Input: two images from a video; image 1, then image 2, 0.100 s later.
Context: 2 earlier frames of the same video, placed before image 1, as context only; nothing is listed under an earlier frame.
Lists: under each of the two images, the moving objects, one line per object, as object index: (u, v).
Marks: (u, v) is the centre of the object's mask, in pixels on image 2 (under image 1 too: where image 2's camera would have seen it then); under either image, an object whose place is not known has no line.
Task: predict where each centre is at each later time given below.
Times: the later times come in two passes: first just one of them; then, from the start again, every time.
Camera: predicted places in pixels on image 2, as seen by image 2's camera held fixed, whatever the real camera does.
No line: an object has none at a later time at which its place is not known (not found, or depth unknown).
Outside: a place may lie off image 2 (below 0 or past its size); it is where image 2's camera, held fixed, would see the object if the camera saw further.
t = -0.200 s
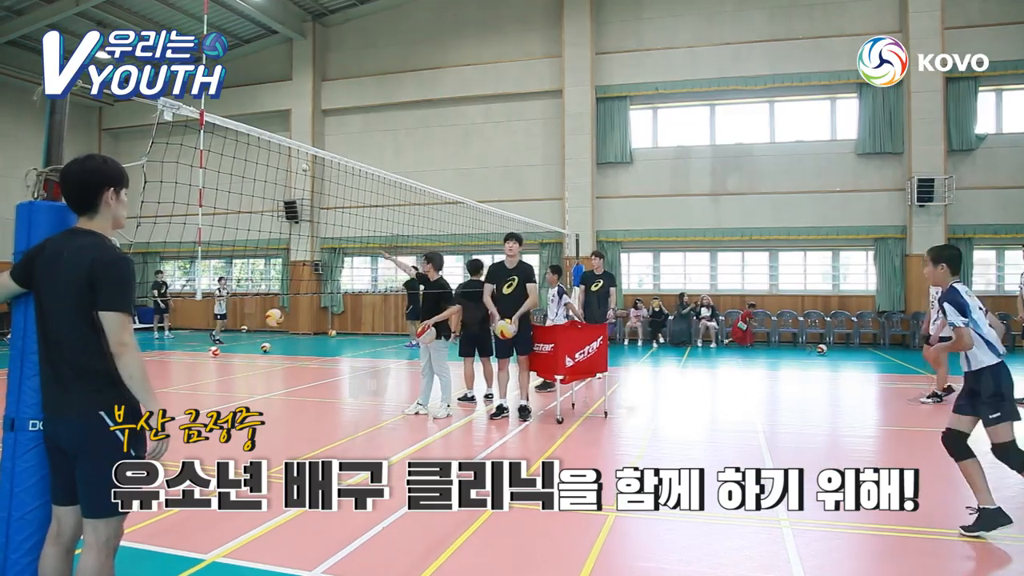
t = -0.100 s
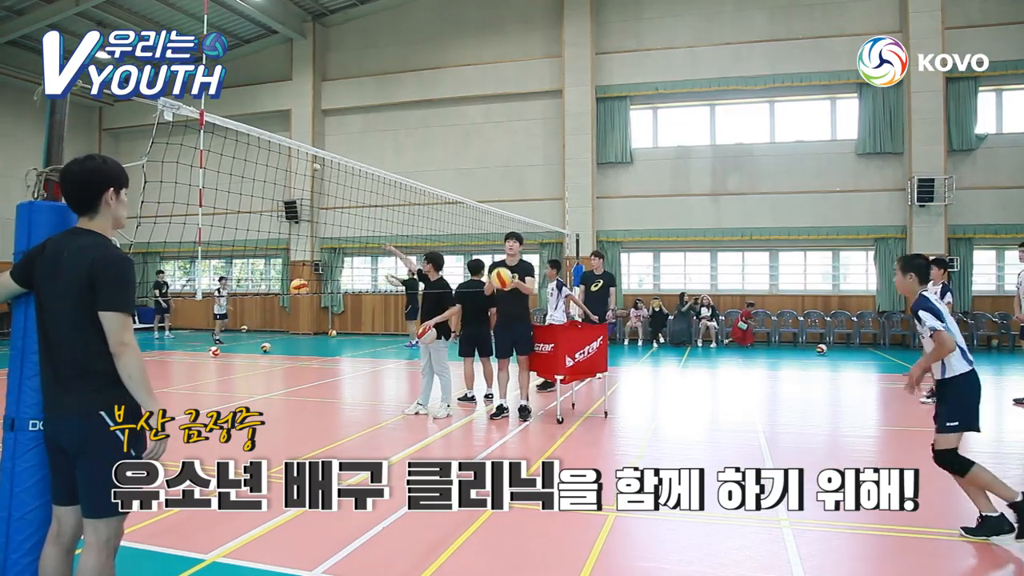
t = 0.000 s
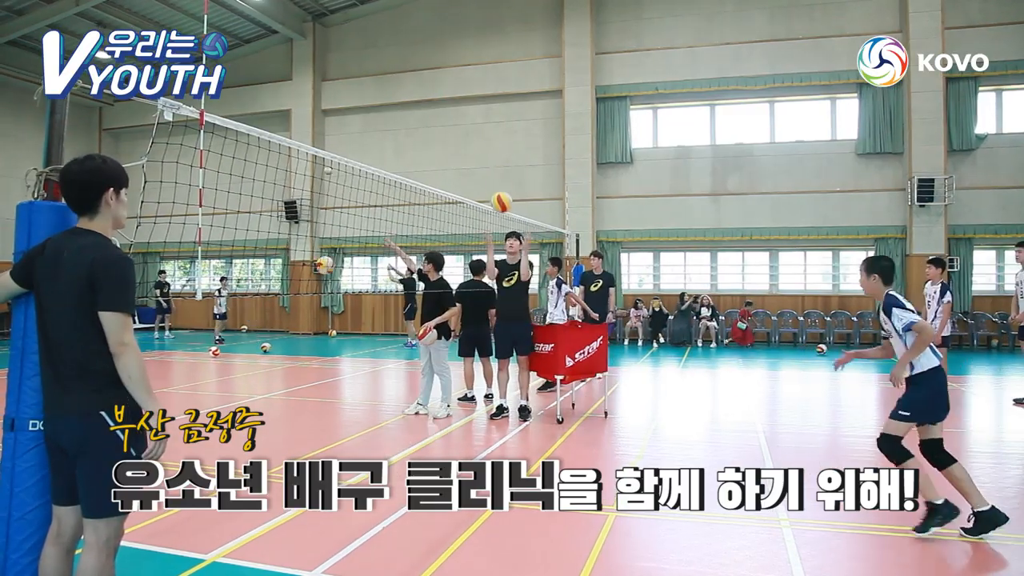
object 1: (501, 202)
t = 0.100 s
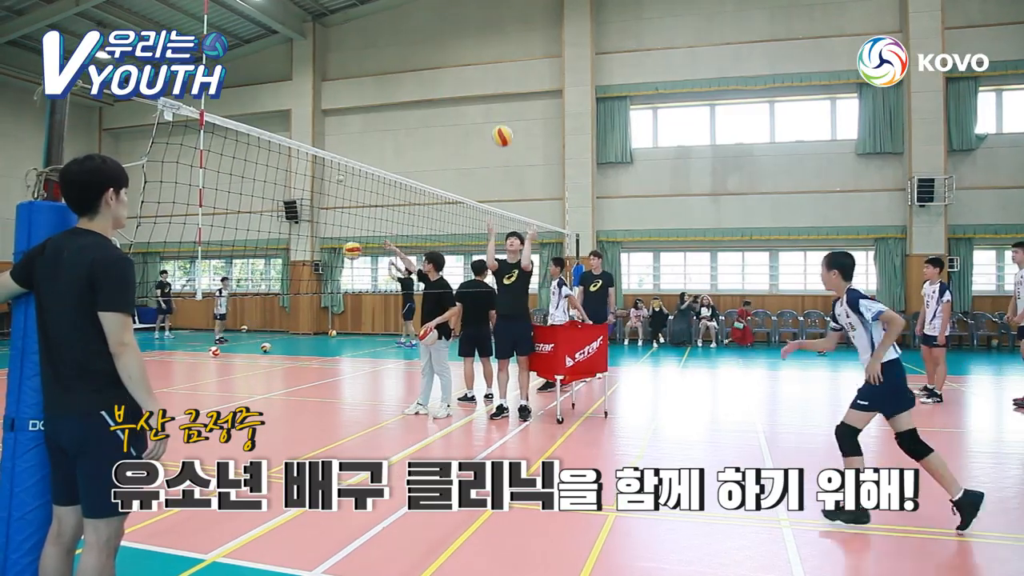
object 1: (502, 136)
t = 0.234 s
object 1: (503, 63)
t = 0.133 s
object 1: (502, 116)
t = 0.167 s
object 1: (502, 97)
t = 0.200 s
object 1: (503, 79)
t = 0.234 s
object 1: (503, 63)
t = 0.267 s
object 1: (504, 47)
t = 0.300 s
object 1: (504, 32)
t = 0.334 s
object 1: (504, 19)
